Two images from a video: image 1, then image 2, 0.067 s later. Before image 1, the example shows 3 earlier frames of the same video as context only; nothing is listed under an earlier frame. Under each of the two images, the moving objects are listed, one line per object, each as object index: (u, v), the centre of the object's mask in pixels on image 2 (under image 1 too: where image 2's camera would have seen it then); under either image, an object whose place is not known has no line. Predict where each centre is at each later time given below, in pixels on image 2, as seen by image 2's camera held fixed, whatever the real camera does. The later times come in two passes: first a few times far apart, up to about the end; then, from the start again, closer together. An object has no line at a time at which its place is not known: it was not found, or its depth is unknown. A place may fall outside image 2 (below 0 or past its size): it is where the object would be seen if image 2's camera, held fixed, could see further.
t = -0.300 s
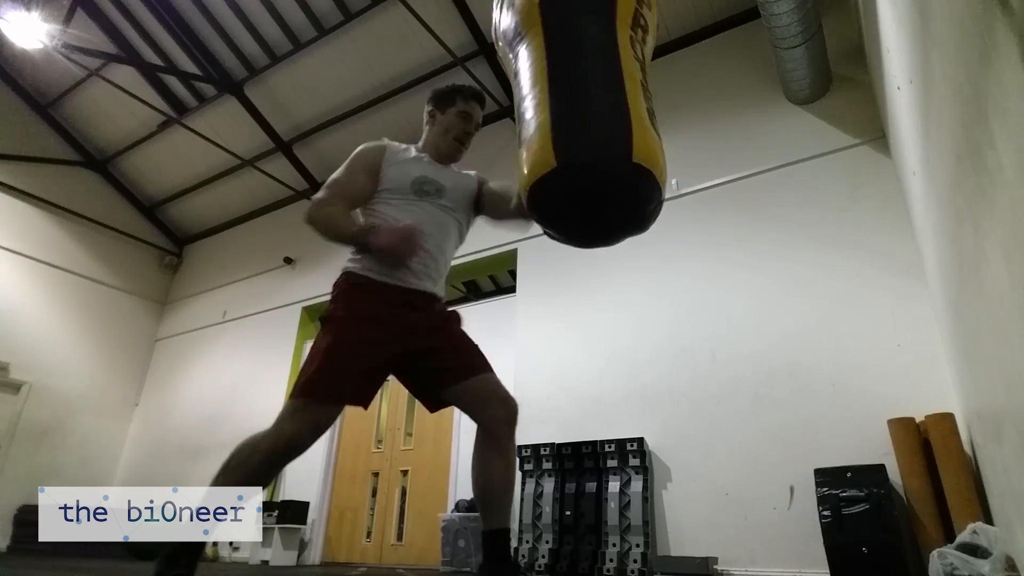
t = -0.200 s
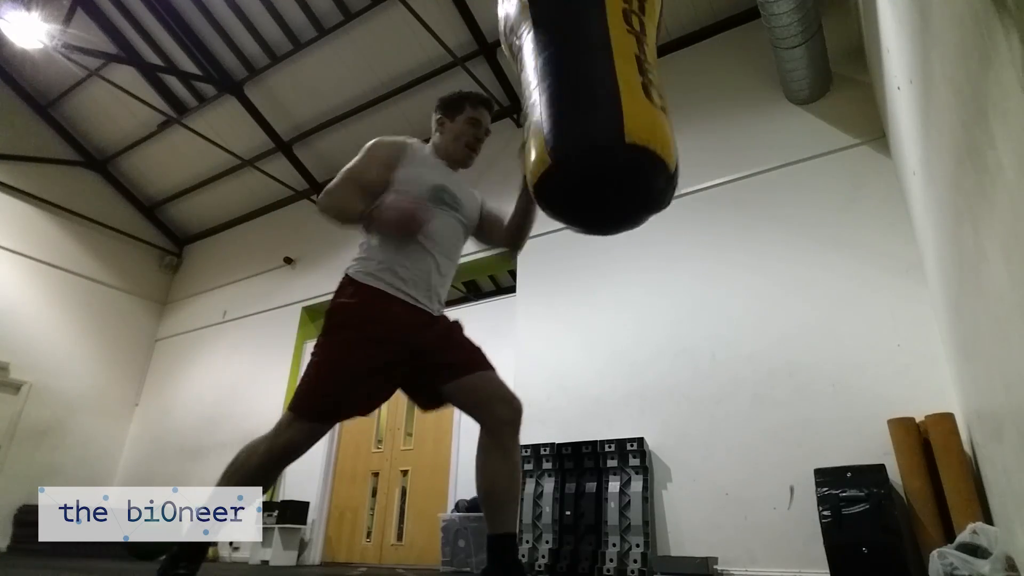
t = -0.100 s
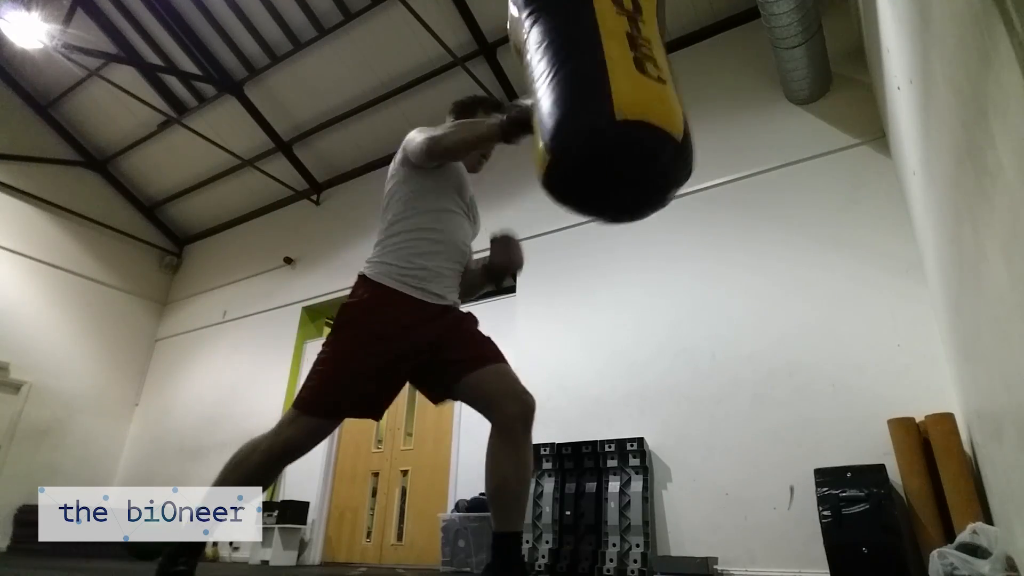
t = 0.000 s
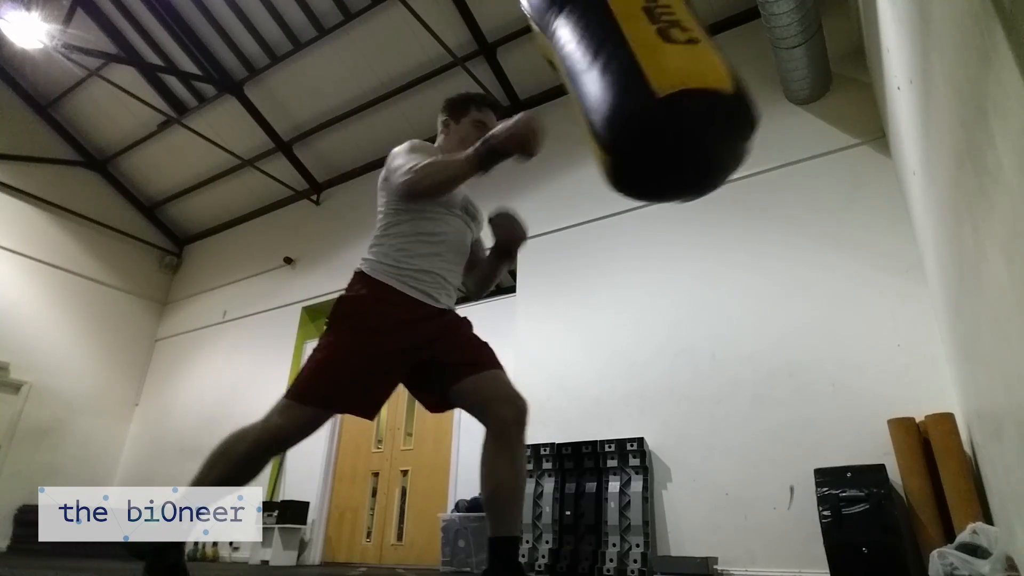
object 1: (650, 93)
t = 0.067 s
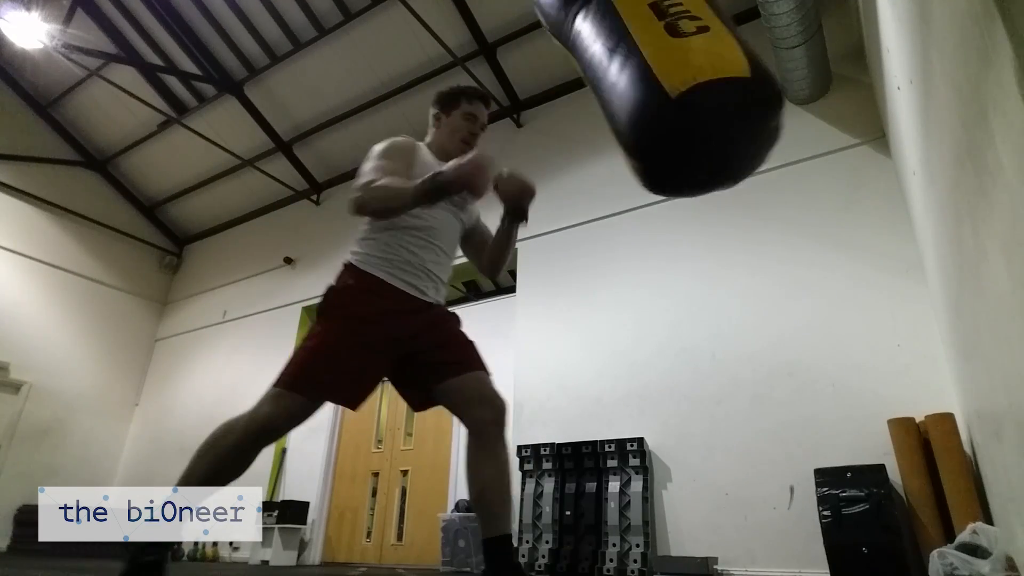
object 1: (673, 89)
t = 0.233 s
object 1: (707, 89)
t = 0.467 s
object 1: (687, 114)
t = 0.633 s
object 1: (641, 135)
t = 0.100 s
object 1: (683, 88)
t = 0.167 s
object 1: (698, 87)
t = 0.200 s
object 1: (704, 88)
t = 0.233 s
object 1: (707, 89)
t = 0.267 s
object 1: (710, 91)
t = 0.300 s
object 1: (710, 93)
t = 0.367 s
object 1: (705, 98)
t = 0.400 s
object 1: (699, 103)
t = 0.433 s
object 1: (694, 109)
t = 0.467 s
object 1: (687, 114)
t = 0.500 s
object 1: (679, 119)
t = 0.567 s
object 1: (661, 127)
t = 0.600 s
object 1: (651, 131)
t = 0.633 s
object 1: (641, 135)
